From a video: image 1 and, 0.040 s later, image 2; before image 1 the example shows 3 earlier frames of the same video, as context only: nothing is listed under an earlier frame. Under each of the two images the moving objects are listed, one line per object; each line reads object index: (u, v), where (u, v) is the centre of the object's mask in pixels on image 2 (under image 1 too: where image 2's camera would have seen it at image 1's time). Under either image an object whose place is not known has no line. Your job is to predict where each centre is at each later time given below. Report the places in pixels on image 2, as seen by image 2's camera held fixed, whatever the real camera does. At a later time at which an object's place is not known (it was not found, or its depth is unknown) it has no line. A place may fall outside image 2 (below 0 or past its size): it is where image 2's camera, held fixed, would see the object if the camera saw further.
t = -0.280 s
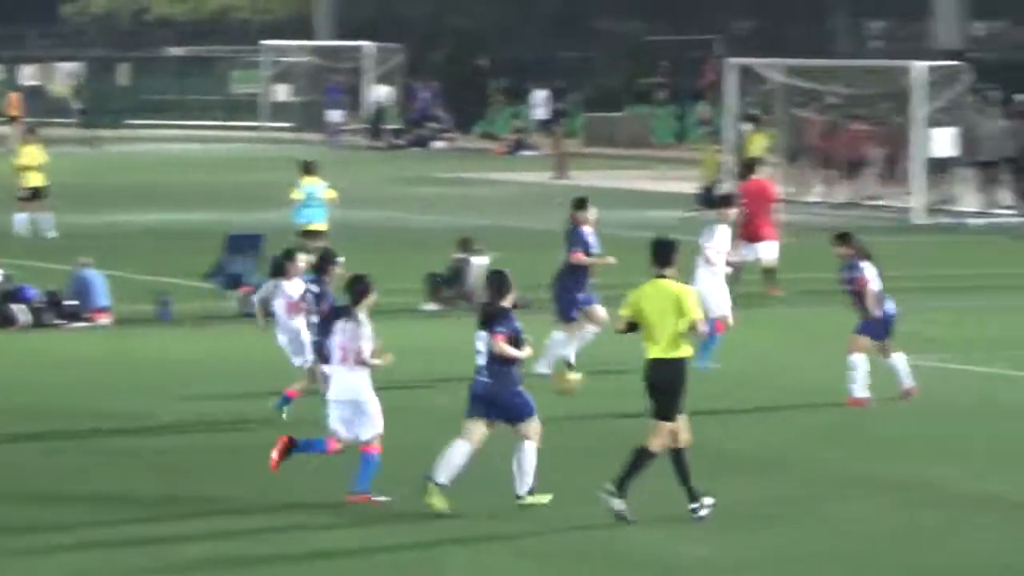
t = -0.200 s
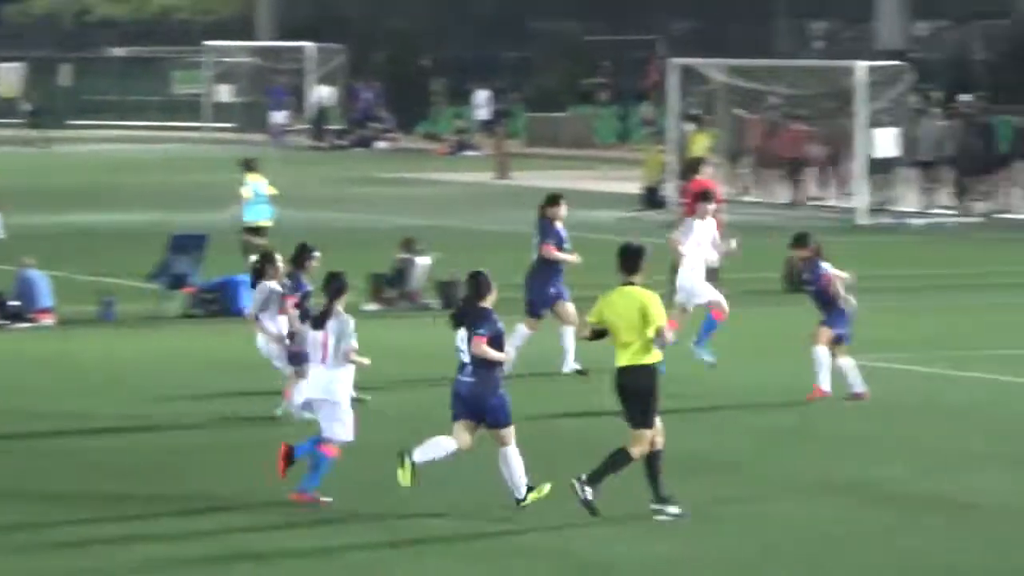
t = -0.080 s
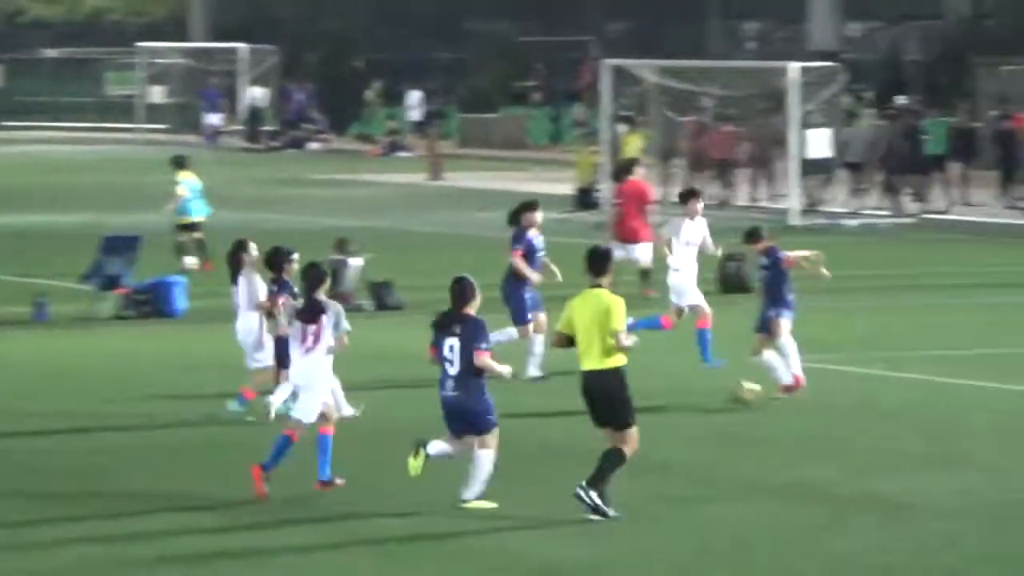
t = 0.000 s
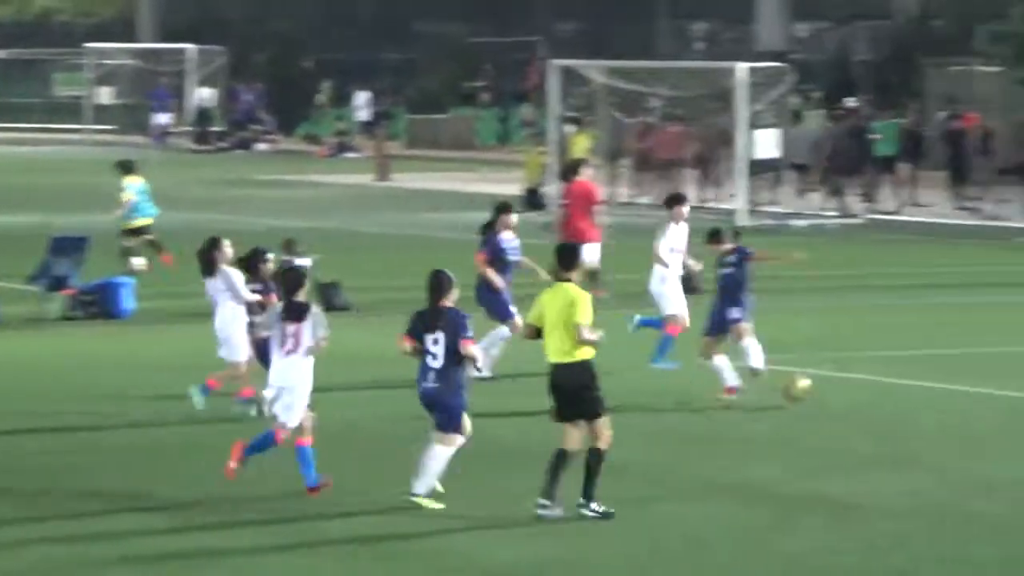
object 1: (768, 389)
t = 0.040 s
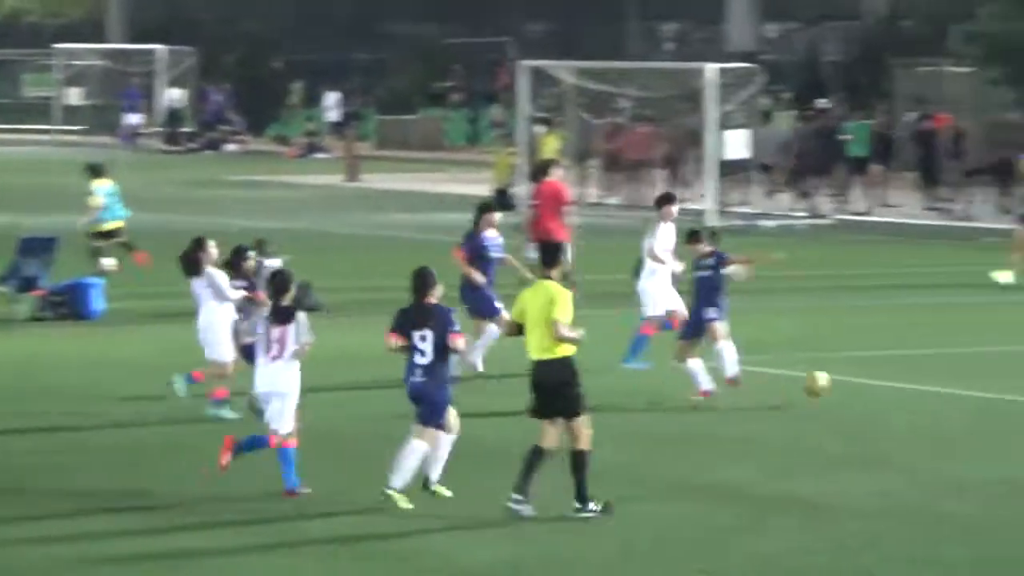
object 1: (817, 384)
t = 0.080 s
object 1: (863, 381)
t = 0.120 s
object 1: (912, 380)
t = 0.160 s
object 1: (959, 382)
